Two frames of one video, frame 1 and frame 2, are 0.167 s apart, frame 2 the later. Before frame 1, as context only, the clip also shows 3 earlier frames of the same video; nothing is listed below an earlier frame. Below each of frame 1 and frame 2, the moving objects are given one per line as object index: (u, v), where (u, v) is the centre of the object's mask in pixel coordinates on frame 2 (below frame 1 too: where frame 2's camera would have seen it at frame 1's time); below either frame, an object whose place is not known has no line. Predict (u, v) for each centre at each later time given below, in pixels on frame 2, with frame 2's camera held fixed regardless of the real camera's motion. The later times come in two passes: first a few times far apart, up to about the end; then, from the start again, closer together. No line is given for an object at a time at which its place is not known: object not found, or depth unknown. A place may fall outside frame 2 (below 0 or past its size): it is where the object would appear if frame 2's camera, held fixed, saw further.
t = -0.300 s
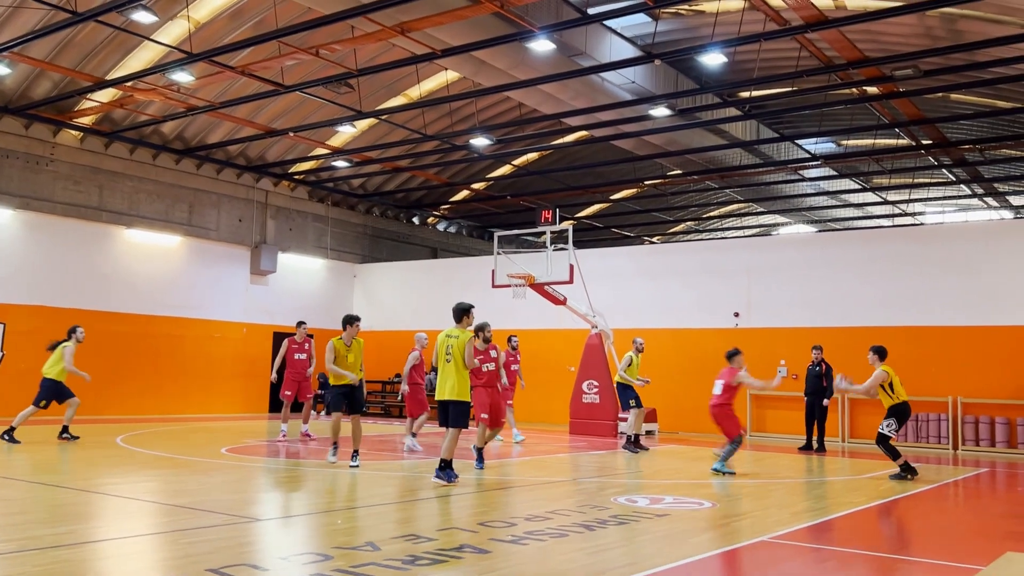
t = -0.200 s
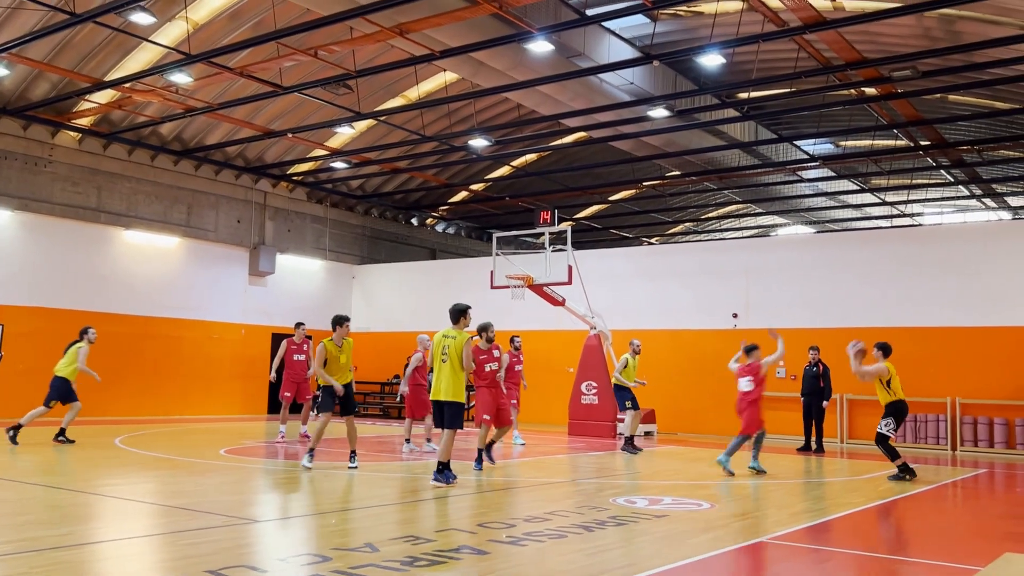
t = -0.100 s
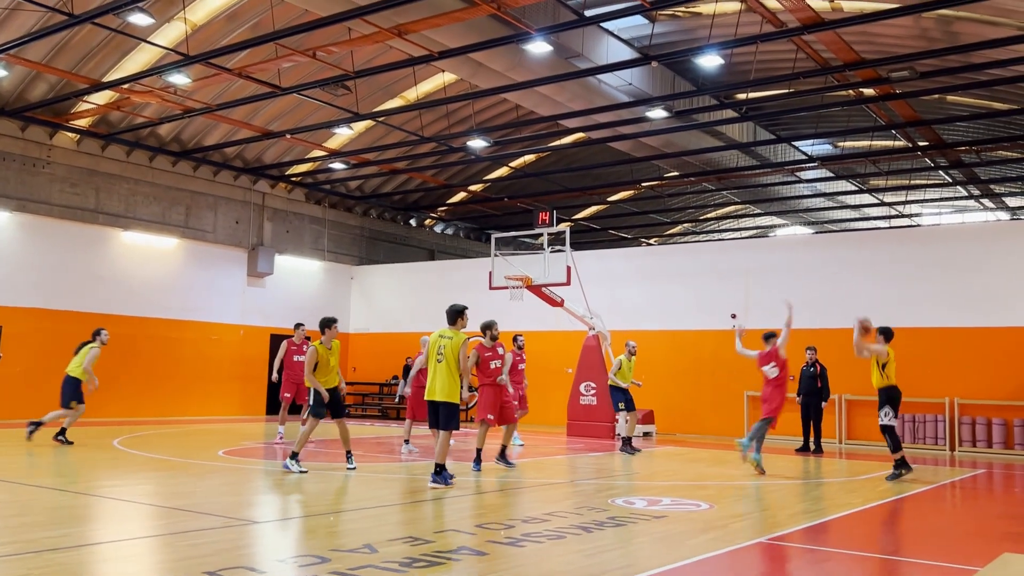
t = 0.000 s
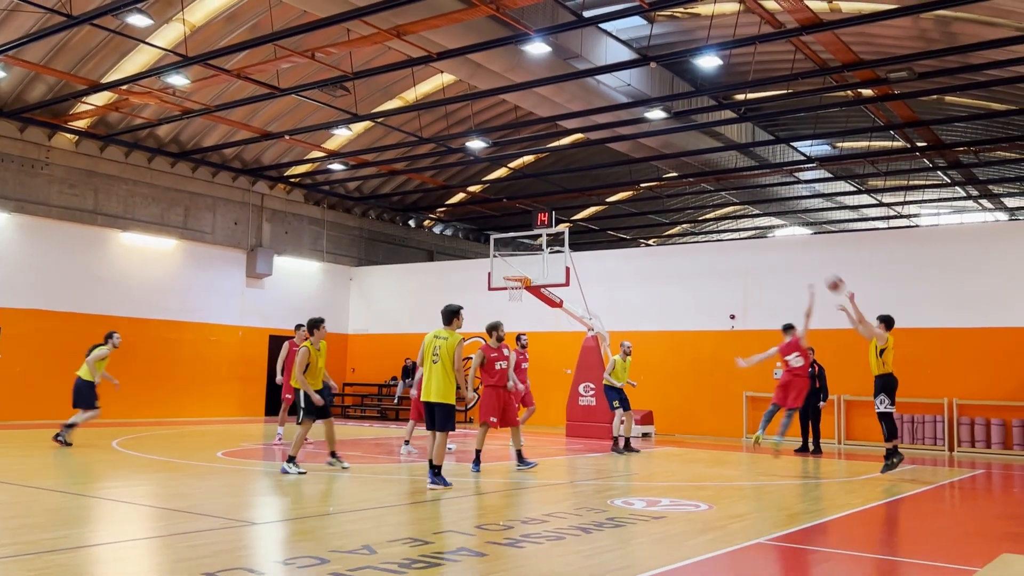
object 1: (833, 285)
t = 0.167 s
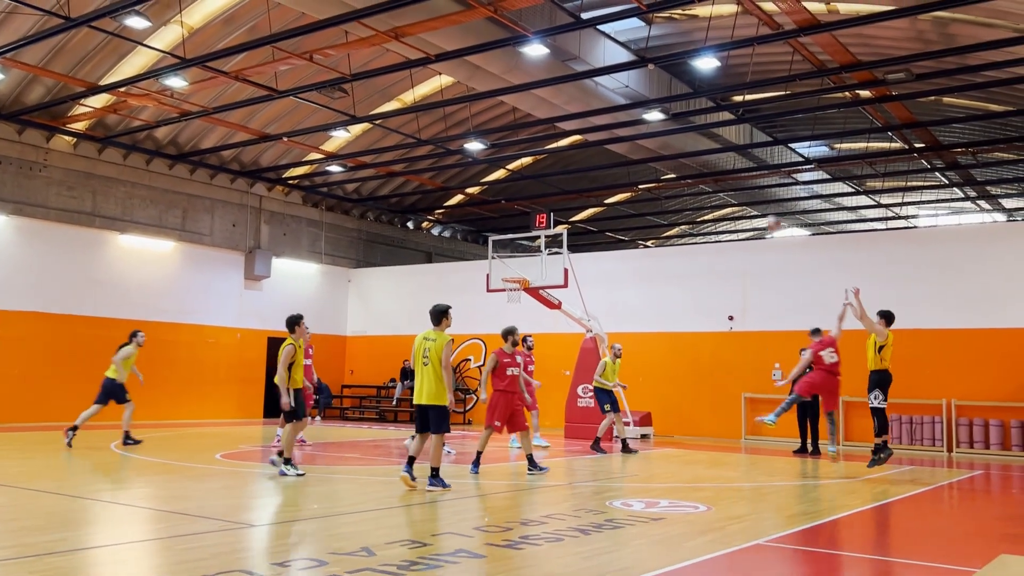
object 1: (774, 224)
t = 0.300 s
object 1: (732, 193)
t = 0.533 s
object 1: (667, 172)
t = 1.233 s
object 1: (513, 283)
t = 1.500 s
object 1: (506, 307)
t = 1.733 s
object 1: (504, 348)
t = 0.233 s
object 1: (752, 206)
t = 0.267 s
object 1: (742, 199)
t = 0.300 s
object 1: (732, 193)
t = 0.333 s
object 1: (722, 188)
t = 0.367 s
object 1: (713, 183)
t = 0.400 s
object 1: (703, 180)
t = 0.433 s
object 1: (694, 177)
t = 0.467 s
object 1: (685, 174)
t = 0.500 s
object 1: (677, 173)
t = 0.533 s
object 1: (667, 172)
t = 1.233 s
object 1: (513, 283)
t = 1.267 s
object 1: (509, 290)
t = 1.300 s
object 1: (508, 292)
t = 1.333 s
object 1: (507, 293)
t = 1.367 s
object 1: (507, 294)
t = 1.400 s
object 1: (507, 297)
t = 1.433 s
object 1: (507, 300)
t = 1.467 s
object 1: (507, 303)
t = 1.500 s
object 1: (506, 307)
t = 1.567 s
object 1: (506, 316)
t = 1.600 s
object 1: (505, 322)
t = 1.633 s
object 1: (505, 328)
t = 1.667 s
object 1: (504, 335)
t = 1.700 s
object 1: (504, 342)
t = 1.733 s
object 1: (504, 348)
